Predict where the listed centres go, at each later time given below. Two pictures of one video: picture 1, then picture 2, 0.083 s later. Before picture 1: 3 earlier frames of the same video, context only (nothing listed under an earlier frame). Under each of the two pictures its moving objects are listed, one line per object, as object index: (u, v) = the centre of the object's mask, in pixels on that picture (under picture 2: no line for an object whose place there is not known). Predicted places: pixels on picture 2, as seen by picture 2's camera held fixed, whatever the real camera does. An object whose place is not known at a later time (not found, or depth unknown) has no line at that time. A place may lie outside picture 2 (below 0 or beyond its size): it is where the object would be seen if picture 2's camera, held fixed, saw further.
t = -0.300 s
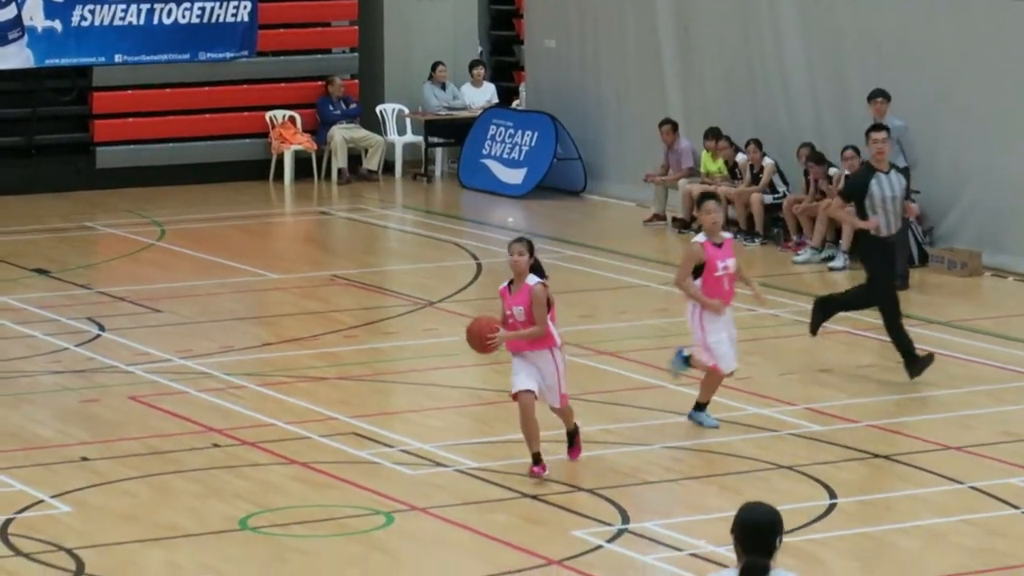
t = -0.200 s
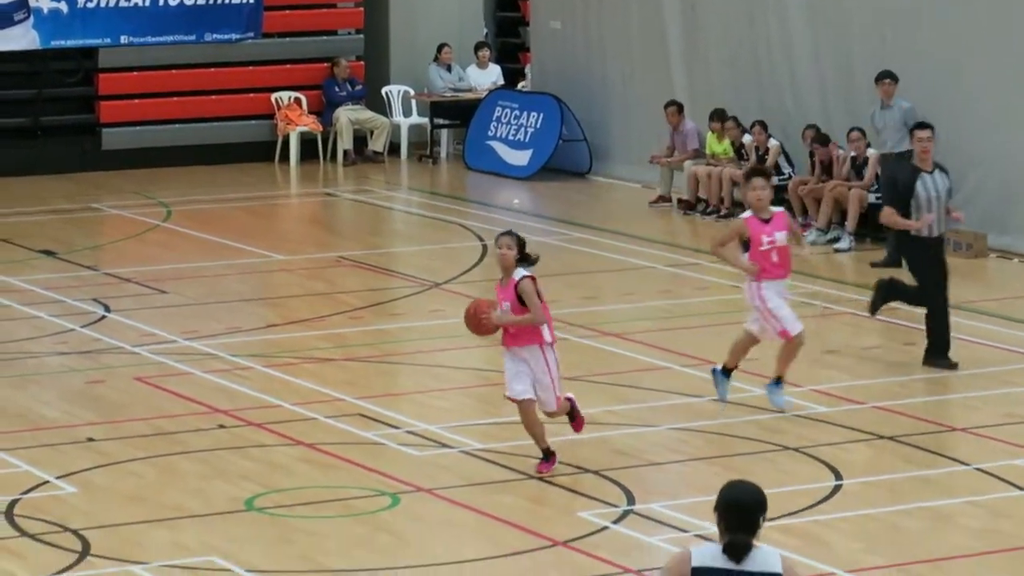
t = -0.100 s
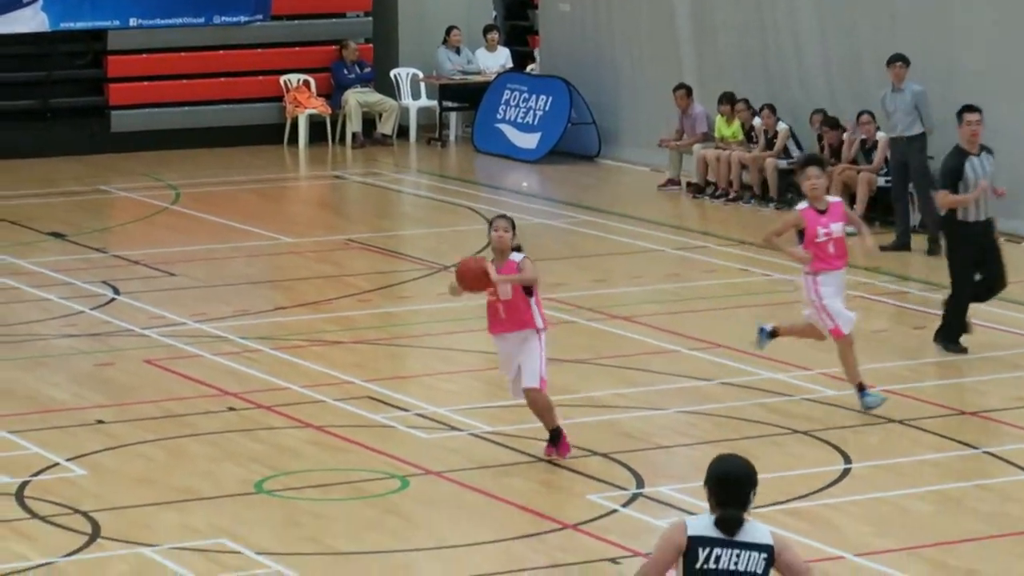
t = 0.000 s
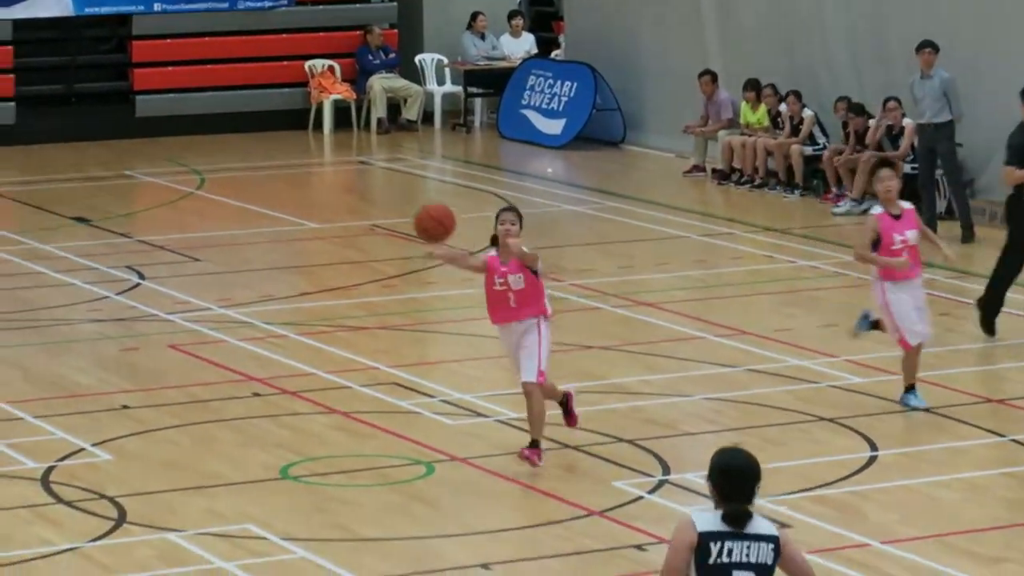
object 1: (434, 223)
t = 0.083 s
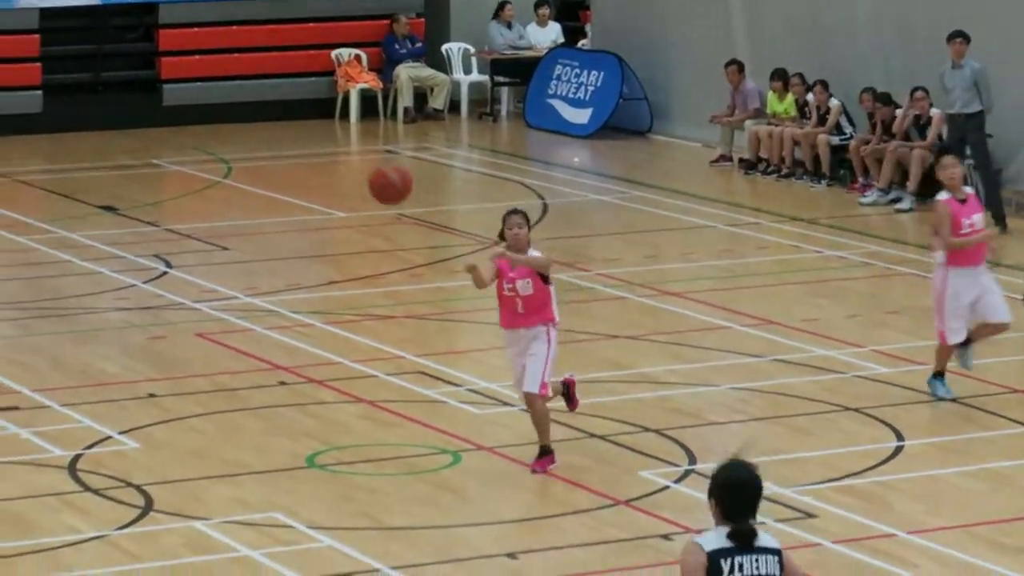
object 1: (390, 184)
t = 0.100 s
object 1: (375, 180)
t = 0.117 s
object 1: (360, 175)
